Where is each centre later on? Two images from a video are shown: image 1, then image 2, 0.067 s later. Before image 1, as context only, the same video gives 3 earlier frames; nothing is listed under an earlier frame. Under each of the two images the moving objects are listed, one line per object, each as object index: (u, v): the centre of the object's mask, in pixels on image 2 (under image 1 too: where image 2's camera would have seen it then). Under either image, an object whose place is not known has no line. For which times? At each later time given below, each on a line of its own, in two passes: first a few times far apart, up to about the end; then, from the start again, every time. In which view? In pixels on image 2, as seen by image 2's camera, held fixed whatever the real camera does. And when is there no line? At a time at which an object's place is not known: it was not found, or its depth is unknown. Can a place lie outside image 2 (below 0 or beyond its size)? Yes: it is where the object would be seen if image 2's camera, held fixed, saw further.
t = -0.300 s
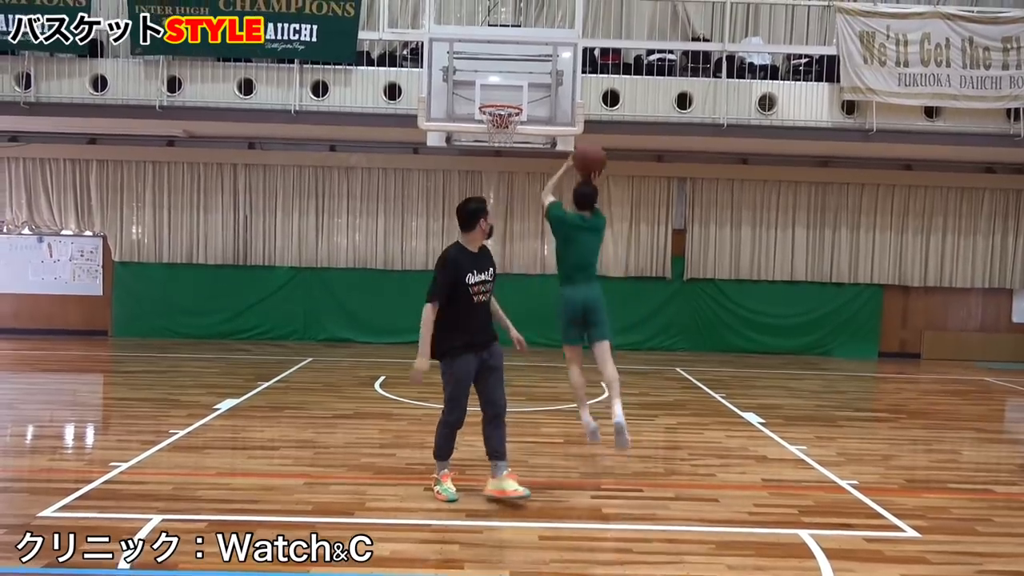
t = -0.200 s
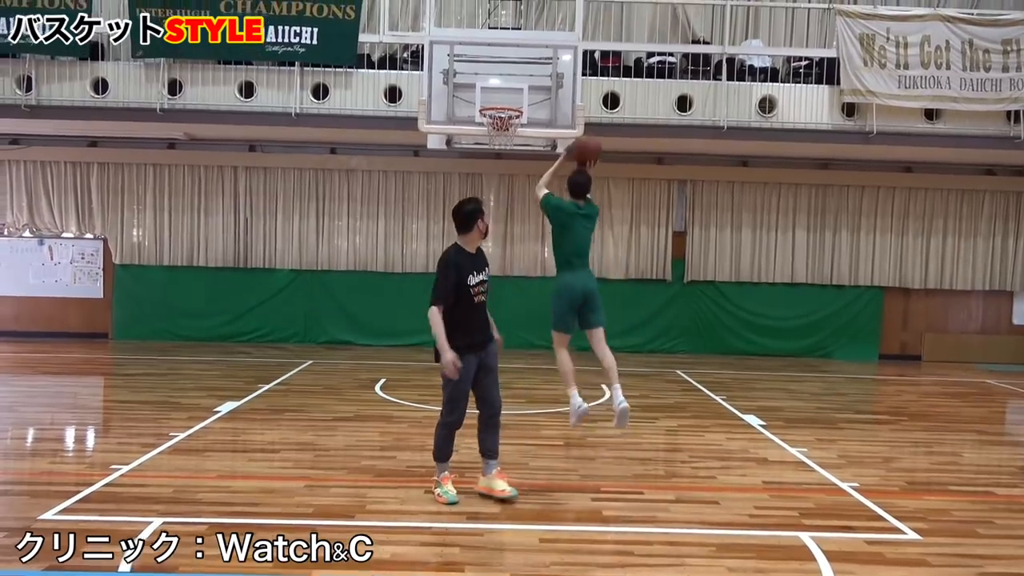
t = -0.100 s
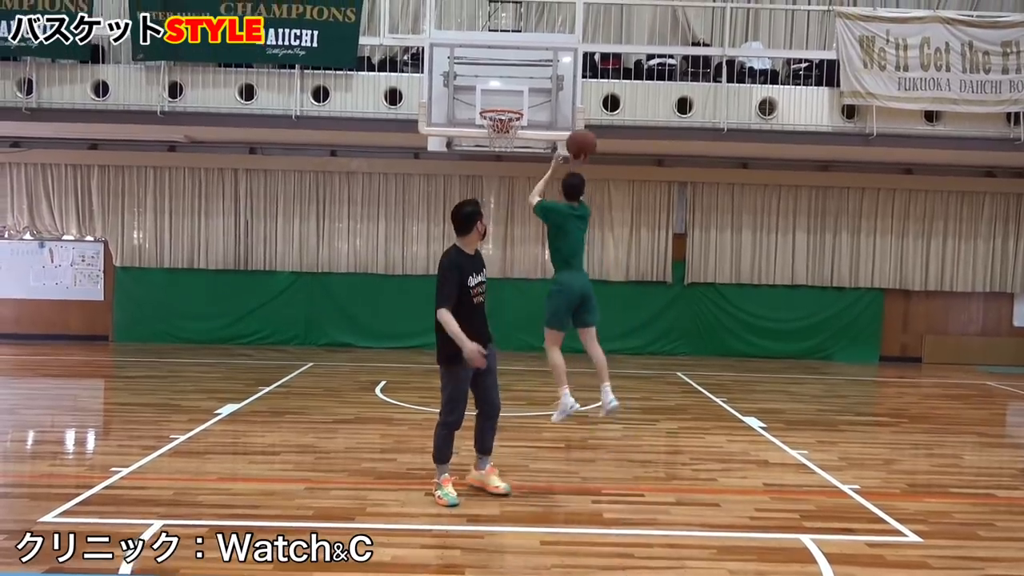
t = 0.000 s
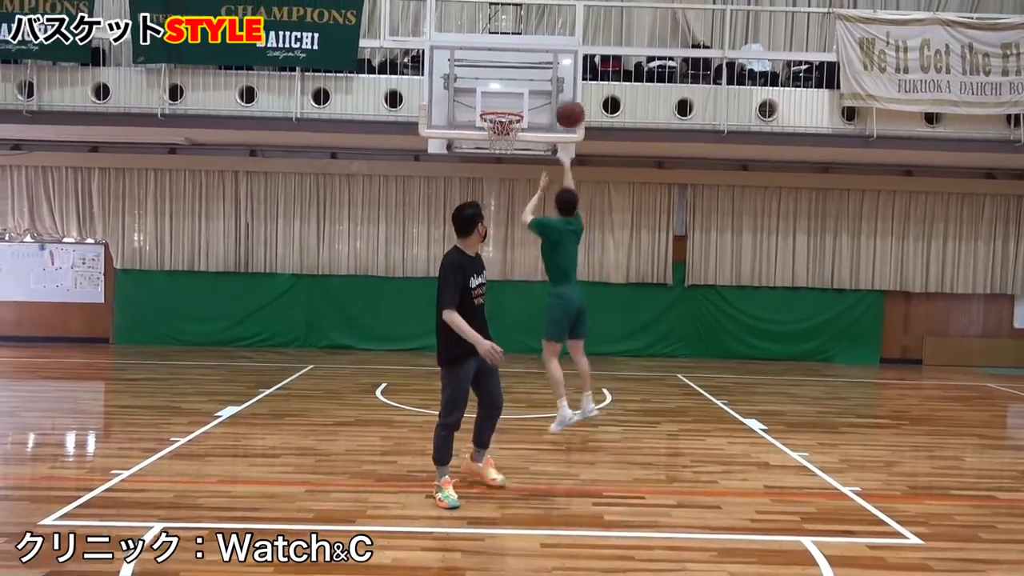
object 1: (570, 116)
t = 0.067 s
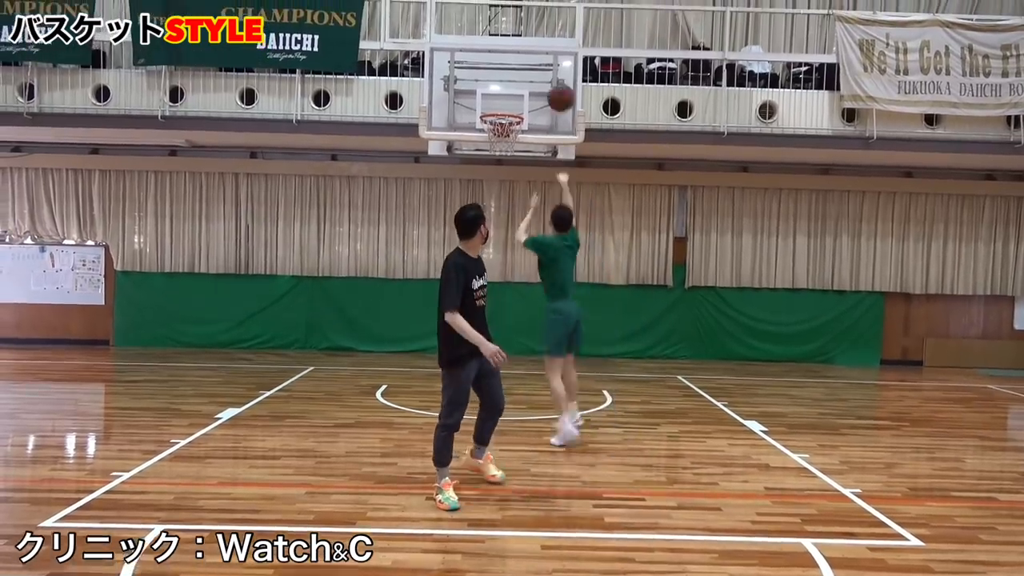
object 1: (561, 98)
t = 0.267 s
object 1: (537, 77)
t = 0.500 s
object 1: (513, 103)
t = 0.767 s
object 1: (513, 93)
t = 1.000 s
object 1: (516, 122)
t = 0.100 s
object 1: (556, 91)
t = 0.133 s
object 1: (552, 86)
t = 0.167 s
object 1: (548, 82)
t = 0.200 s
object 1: (544, 79)
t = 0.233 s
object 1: (540, 78)
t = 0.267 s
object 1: (537, 77)
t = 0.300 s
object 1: (533, 79)
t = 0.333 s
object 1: (530, 80)
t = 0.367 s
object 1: (526, 83)
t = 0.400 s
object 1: (523, 87)
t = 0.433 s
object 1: (520, 92)
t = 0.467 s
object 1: (516, 97)
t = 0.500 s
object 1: (513, 103)
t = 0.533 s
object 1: (511, 108)
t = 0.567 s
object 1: (510, 107)
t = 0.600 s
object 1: (511, 104)
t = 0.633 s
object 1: (511, 100)
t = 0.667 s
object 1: (512, 97)
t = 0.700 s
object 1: (512, 95)
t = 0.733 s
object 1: (512, 93)
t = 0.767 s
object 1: (513, 93)
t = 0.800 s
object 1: (513, 94)
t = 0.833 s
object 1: (514, 96)
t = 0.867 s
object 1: (514, 99)
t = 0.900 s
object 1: (515, 103)
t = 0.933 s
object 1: (515, 107)
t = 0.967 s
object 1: (515, 115)
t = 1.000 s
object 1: (516, 122)
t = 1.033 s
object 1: (516, 131)
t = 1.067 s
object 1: (516, 140)
